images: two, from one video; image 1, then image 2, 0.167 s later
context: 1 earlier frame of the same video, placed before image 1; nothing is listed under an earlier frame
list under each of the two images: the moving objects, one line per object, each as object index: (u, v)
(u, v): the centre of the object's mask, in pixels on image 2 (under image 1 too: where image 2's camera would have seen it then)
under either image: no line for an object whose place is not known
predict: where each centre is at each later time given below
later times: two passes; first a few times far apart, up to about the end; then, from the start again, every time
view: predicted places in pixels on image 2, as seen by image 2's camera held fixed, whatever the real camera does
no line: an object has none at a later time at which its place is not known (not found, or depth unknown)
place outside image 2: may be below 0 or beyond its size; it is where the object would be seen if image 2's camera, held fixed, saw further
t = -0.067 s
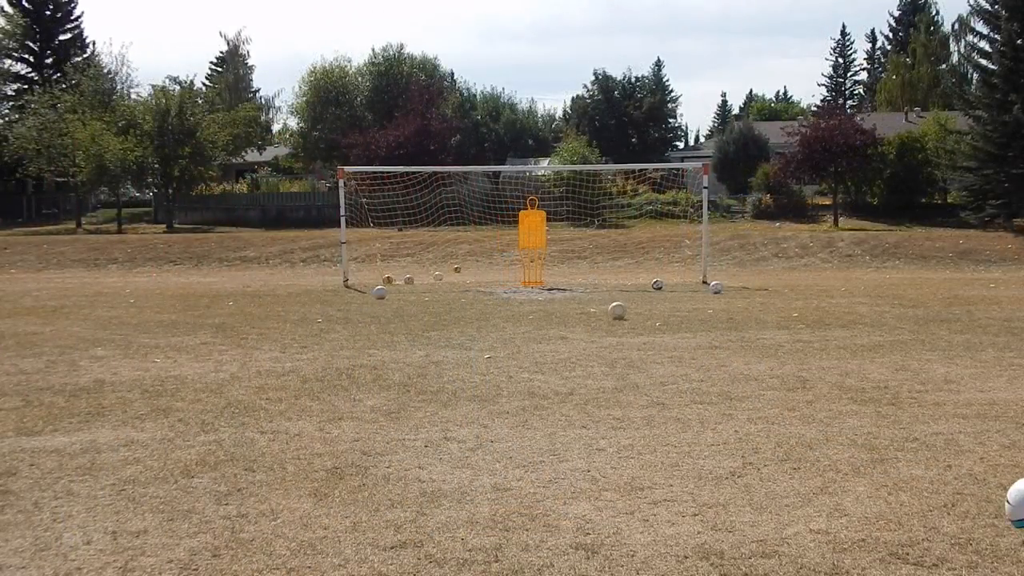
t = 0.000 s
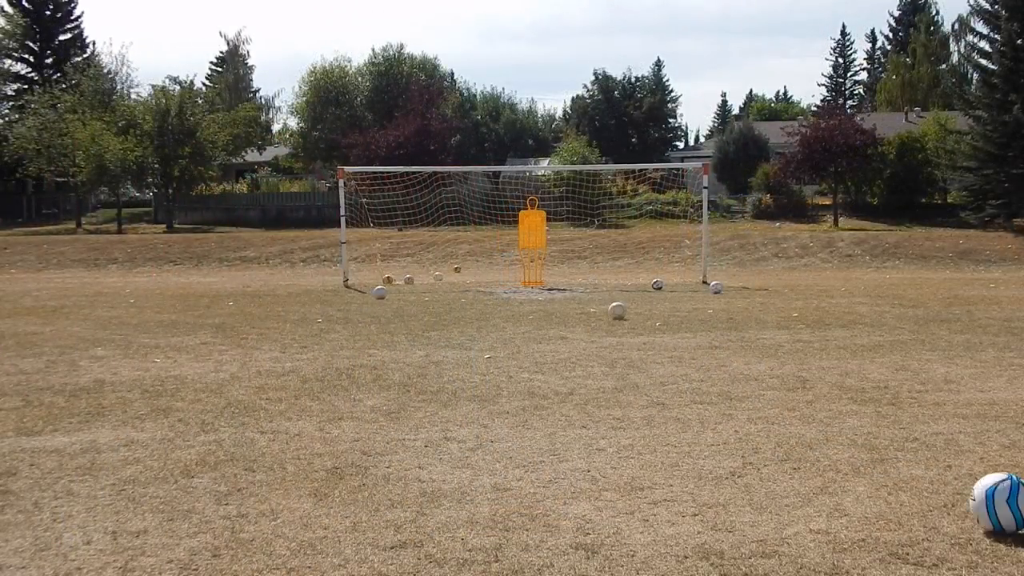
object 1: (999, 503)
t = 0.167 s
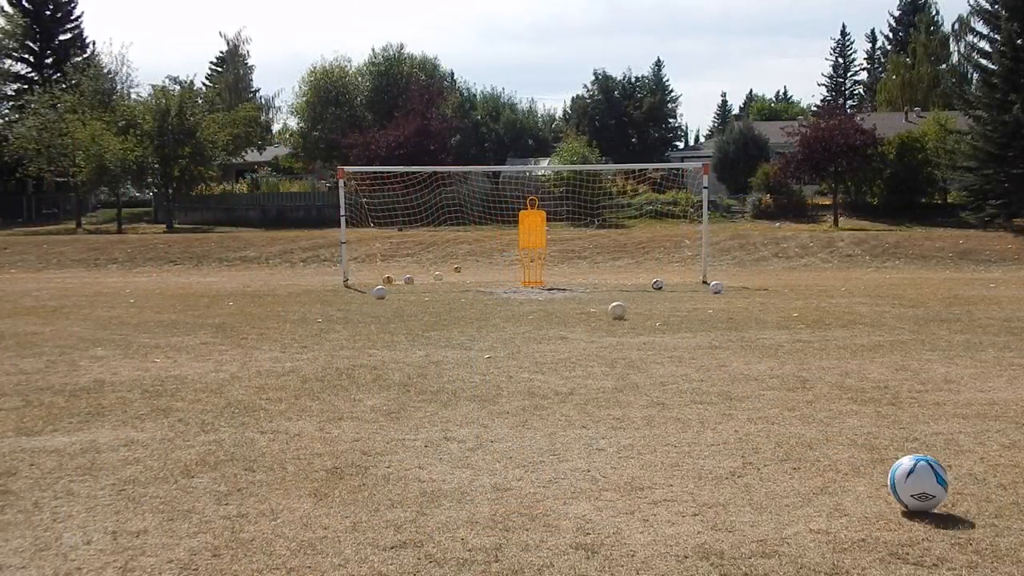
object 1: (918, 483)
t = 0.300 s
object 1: (861, 470)
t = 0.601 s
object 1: (754, 449)
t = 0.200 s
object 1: (903, 480)
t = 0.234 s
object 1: (888, 478)
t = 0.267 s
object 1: (874, 473)
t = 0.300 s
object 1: (861, 470)
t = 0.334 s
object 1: (848, 470)
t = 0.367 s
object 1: (835, 466)
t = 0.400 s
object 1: (822, 462)
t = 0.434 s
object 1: (810, 461)
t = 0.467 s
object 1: (798, 459)
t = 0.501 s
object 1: (786, 456)
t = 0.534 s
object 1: (775, 453)
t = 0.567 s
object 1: (765, 451)
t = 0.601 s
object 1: (754, 449)
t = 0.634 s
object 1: (744, 447)
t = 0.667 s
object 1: (735, 444)
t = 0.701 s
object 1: (726, 442)
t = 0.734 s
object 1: (717, 440)
